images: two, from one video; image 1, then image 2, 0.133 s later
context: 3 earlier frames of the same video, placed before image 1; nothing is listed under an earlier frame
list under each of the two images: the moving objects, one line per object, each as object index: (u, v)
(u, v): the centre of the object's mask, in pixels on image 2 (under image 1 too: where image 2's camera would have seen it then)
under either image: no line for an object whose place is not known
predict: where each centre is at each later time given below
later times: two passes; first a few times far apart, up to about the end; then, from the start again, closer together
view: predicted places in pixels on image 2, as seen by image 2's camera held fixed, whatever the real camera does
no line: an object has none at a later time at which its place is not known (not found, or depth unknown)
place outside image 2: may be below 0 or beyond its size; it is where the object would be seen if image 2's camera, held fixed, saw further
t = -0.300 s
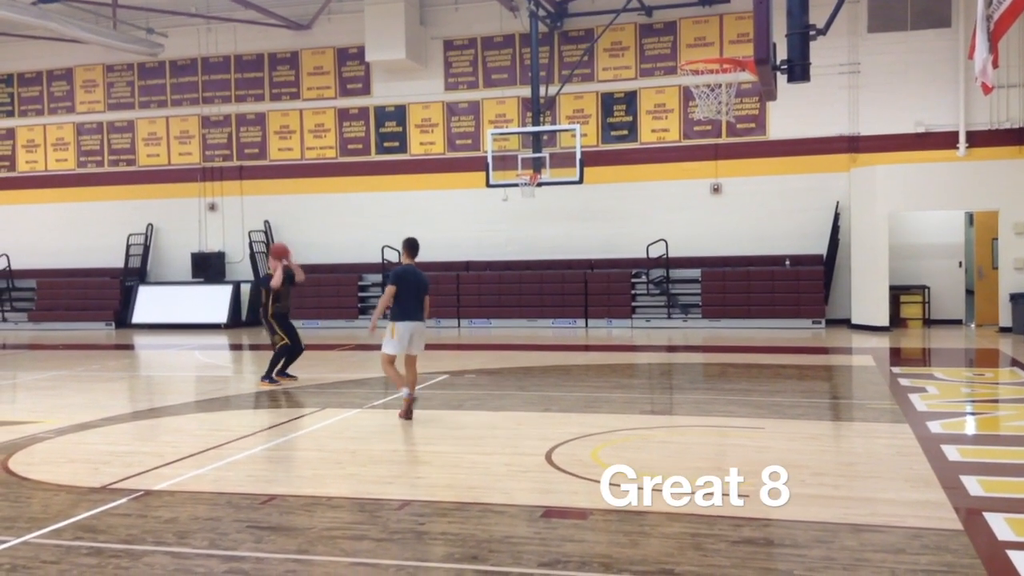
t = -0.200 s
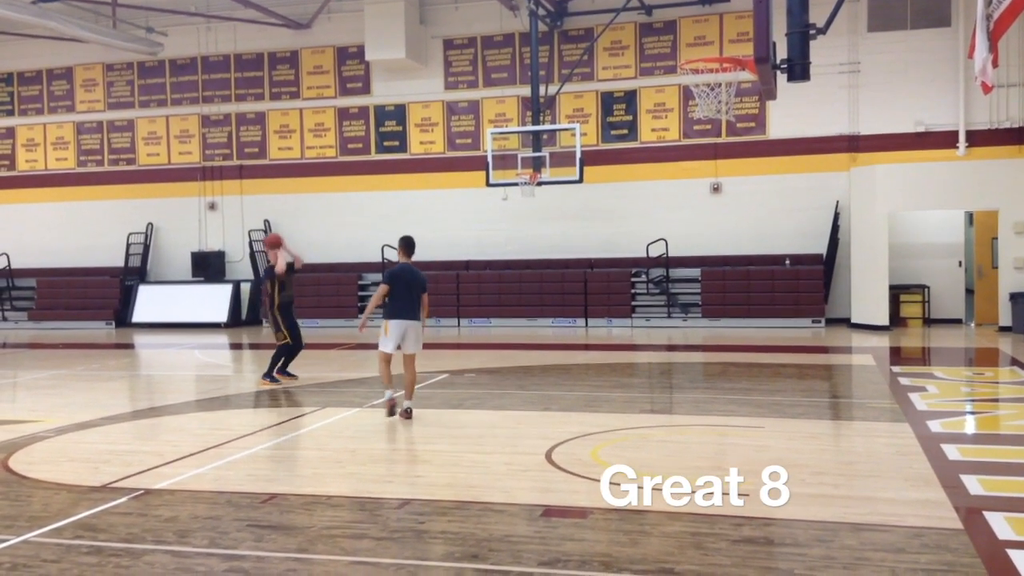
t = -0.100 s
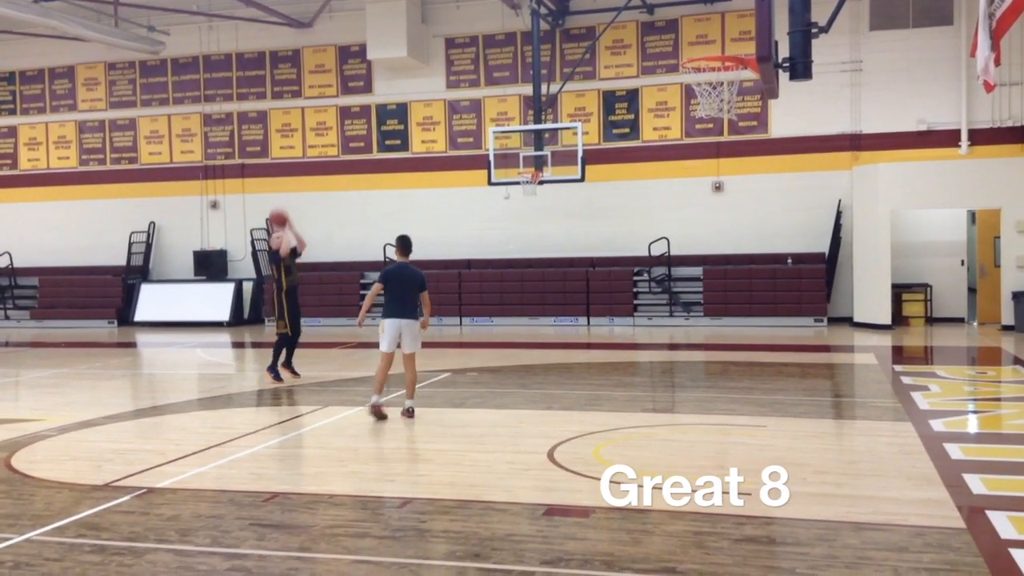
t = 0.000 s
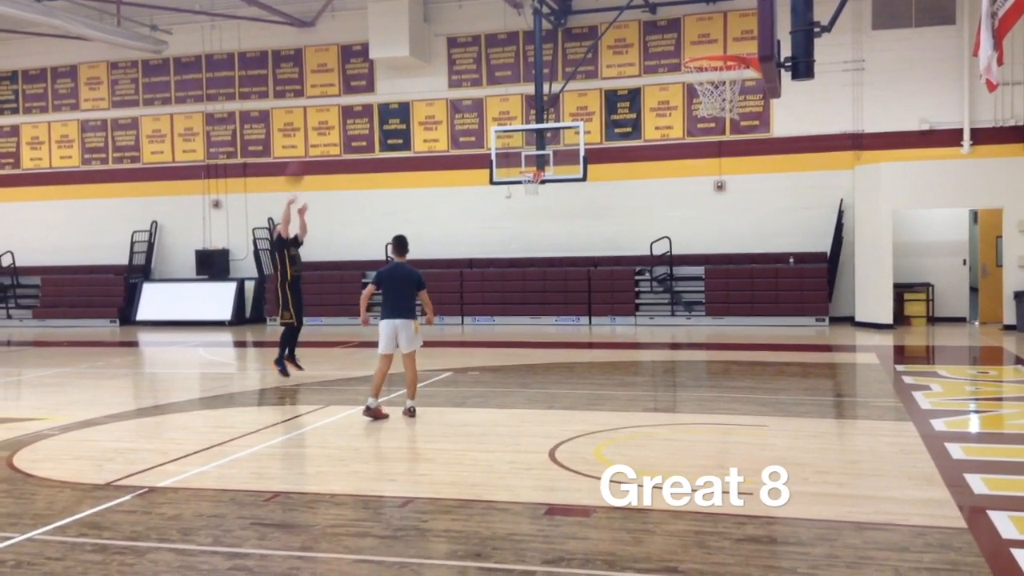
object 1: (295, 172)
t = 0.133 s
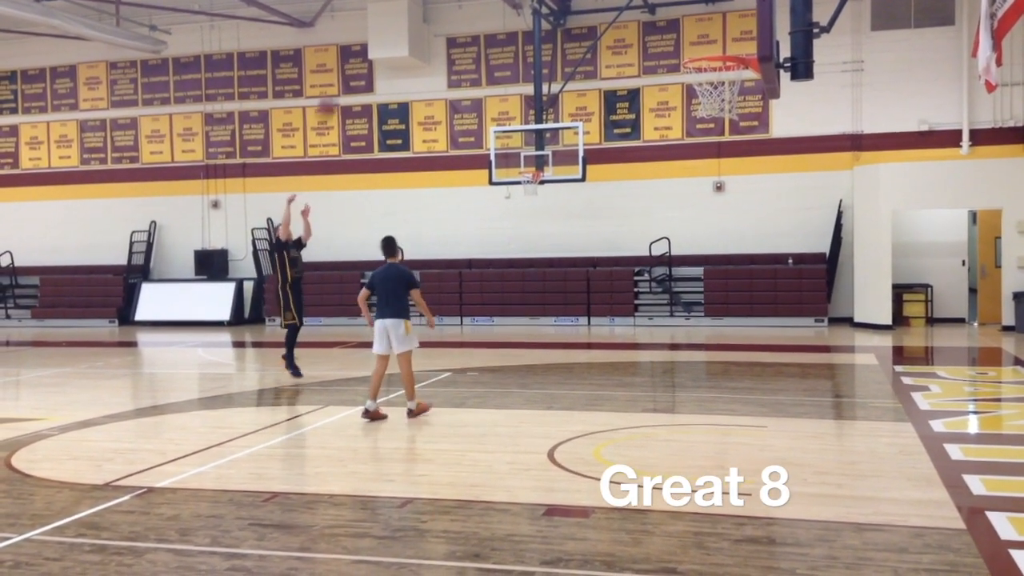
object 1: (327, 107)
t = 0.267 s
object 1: (361, 53)
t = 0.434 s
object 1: (412, 2)
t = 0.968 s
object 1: (623, -1)
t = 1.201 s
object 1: (740, 84)
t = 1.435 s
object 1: (747, 114)
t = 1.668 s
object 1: (746, 214)
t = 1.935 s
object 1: (754, 424)
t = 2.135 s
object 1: (730, 345)
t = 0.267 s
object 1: (361, 53)
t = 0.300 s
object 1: (372, 40)
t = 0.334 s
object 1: (382, 29)
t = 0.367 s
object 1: (391, 19)
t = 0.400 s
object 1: (401, 9)
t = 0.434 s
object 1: (412, 2)
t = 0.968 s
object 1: (623, -1)
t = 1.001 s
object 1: (640, 2)
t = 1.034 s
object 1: (656, 10)
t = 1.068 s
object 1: (674, 24)
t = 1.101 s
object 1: (693, 38)
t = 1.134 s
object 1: (710, 55)
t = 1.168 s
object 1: (728, 77)
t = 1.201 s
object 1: (740, 84)
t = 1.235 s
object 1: (742, 86)
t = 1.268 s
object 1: (743, 87)
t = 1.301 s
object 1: (743, 90)
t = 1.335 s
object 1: (743, 93)
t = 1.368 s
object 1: (744, 97)
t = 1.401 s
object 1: (745, 104)
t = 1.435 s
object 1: (747, 114)
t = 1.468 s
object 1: (747, 123)
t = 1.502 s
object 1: (747, 135)
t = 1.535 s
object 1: (745, 150)
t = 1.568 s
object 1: (745, 161)
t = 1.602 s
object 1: (746, 178)
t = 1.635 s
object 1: (746, 196)
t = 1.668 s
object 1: (746, 214)
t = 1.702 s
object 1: (747, 233)
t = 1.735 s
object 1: (747, 254)
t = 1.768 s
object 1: (746, 279)
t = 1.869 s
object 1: (751, 362)
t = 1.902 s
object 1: (753, 388)
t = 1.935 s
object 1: (754, 424)
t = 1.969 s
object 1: (755, 451)
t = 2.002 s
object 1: (750, 432)
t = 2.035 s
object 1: (745, 408)
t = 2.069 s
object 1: (740, 385)
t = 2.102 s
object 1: (735, 366)
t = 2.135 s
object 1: (730, 345)
